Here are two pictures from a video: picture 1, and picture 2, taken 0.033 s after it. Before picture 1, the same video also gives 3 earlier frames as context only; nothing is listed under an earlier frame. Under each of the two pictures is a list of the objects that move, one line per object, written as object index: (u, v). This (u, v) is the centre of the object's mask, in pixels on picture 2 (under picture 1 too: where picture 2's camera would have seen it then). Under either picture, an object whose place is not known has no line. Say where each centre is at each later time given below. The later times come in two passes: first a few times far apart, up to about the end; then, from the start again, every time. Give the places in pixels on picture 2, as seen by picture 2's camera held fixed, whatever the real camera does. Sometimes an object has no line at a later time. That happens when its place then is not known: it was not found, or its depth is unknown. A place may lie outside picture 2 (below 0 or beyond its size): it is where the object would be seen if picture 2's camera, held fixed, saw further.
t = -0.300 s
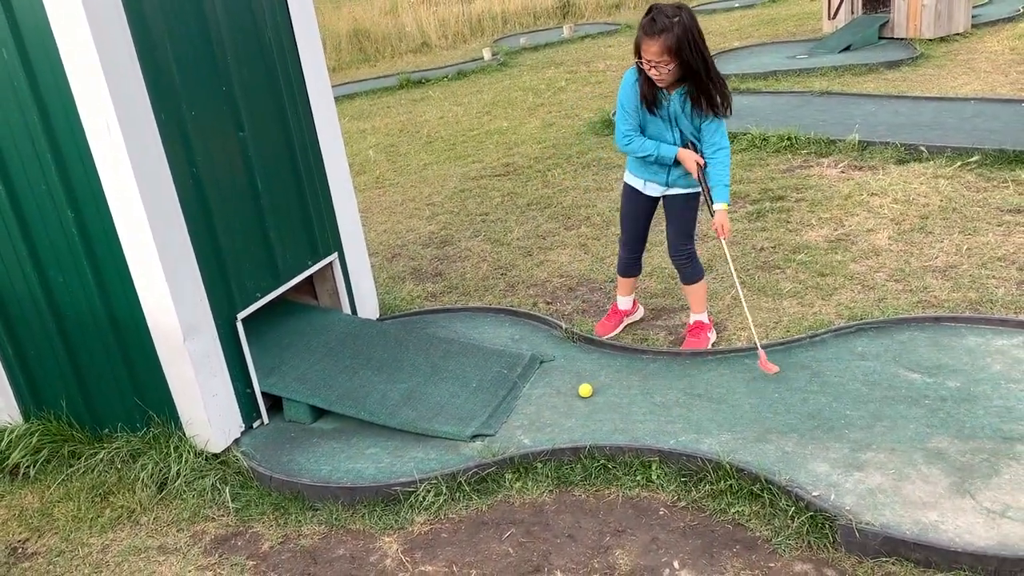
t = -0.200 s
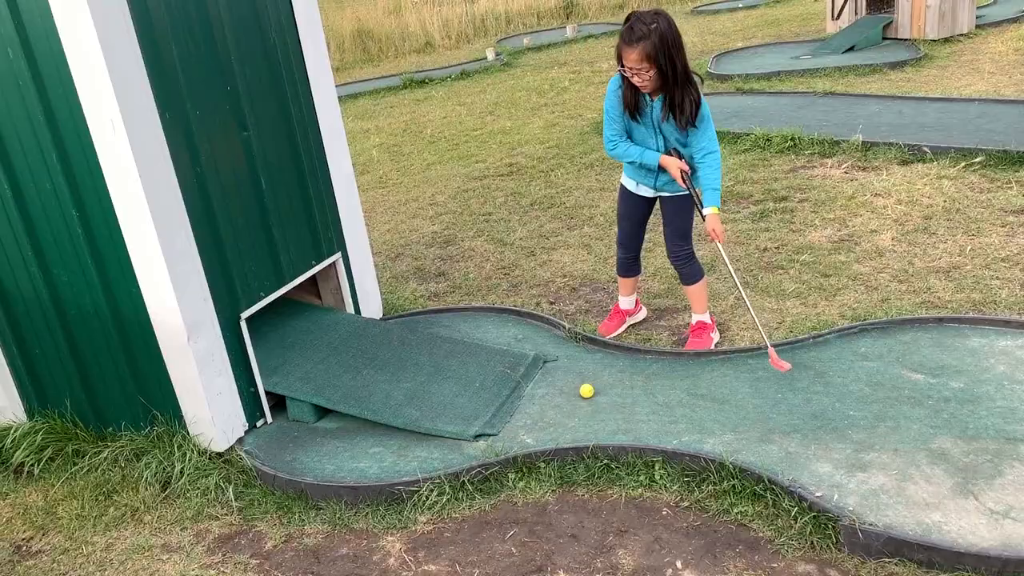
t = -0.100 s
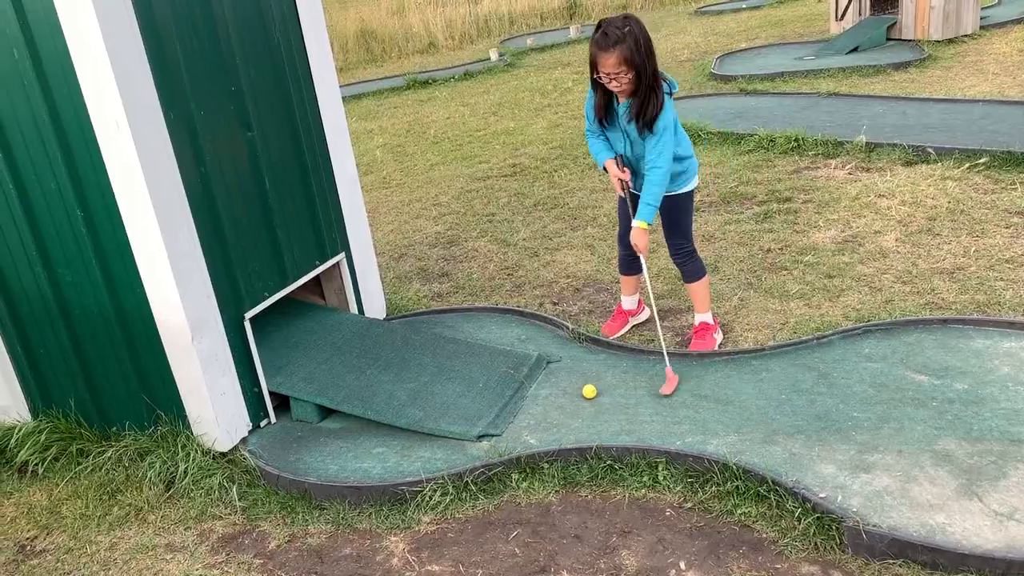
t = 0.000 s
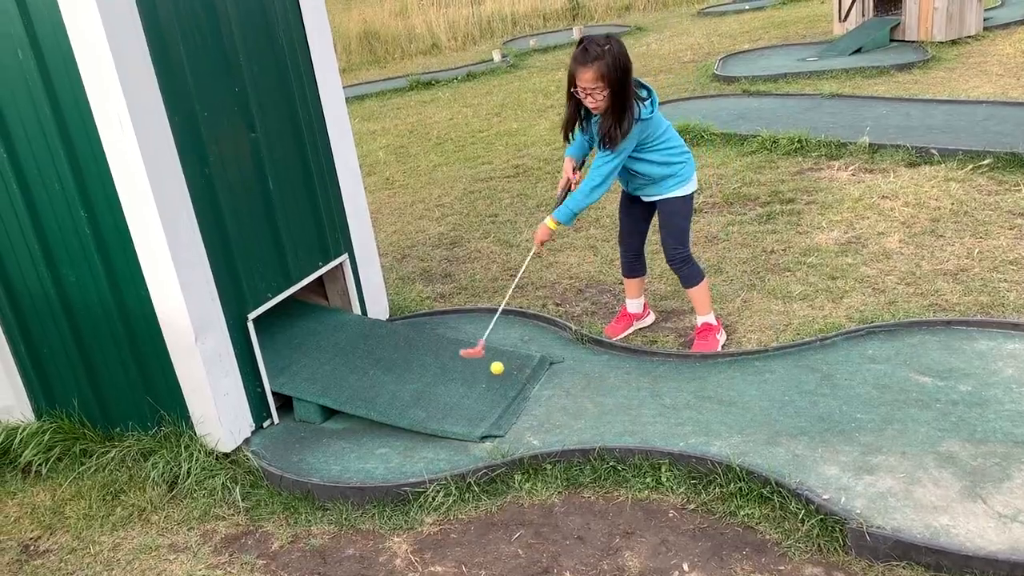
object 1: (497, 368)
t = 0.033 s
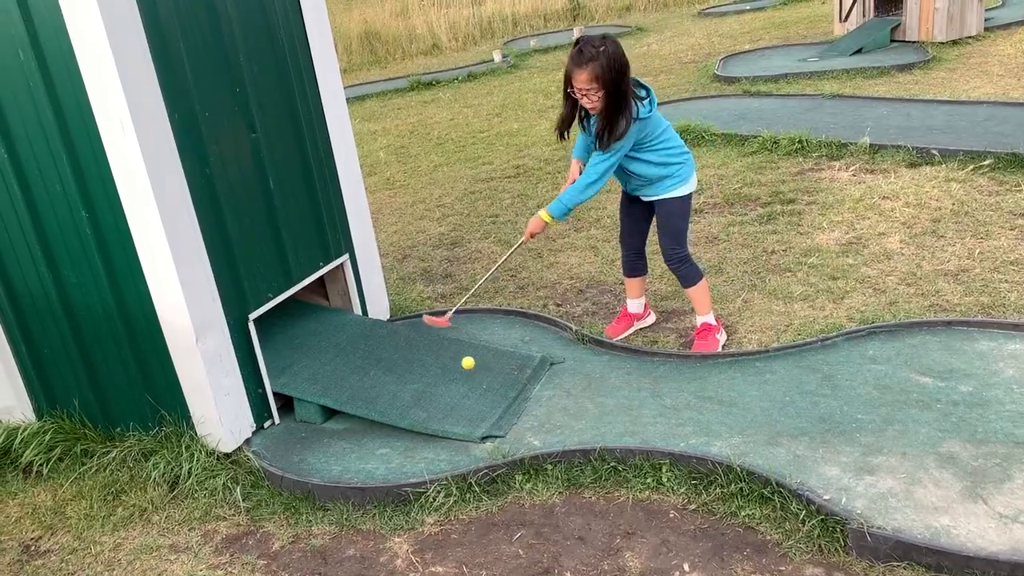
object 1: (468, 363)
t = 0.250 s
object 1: (321, 353)
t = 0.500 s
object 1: (262, 350)
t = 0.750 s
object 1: (280, 362)
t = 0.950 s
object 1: (345, 380)
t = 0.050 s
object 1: (454, 365)
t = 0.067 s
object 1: (440, 369)
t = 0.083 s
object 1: (427, 364)
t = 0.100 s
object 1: (414, 362)
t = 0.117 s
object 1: (401, 363)
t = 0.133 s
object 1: (390, 360)
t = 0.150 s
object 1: (379, 360)
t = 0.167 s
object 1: (368, 358)
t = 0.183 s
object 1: (357, 357)
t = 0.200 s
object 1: (348, 356)
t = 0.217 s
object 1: (338, 355)
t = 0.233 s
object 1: (329, 354)
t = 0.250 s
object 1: (321, 353)
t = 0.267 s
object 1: (313, 352)
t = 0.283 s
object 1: (306, 352)
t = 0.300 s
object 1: (299, 351)
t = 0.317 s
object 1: (293, 351)
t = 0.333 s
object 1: (287, 350)
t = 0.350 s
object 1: (282, 350)
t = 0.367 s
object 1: (277, 350)
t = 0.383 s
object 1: (273, 350)
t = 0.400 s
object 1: (270, 350)
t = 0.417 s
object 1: (267, 350)
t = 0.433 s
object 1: (265, 350)
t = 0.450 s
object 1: (264, 350)
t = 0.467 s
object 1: (263, 350)
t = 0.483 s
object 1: (263, 350)
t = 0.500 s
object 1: (262, 350)
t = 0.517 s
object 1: (262, 351)
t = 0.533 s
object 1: (261, 351)
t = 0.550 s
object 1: (261, 351)
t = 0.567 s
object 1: (261, 352)
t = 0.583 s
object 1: (262, 352)
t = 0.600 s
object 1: (262, 353)
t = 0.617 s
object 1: (264, 354)
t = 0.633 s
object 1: (265, 355)
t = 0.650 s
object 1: (266, 356)
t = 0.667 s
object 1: (267, 356)
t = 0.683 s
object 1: (269, 357)
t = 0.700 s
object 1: (271, 359)
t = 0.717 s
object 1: (274, 359)
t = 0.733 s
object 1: (277, 361)
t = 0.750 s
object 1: (280, 362)
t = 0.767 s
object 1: (284, 363)
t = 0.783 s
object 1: (288, 364)
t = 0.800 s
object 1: (292, 366)
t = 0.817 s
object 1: (297, 367)
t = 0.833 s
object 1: (301, 368)
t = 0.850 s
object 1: (307, 370)
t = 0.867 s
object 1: (312, 371)
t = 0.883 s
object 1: (318, 373)
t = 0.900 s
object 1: (324, 375)
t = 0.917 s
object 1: (331, 376)
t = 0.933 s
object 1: (338, 378)
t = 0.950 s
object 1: (345, 380)
